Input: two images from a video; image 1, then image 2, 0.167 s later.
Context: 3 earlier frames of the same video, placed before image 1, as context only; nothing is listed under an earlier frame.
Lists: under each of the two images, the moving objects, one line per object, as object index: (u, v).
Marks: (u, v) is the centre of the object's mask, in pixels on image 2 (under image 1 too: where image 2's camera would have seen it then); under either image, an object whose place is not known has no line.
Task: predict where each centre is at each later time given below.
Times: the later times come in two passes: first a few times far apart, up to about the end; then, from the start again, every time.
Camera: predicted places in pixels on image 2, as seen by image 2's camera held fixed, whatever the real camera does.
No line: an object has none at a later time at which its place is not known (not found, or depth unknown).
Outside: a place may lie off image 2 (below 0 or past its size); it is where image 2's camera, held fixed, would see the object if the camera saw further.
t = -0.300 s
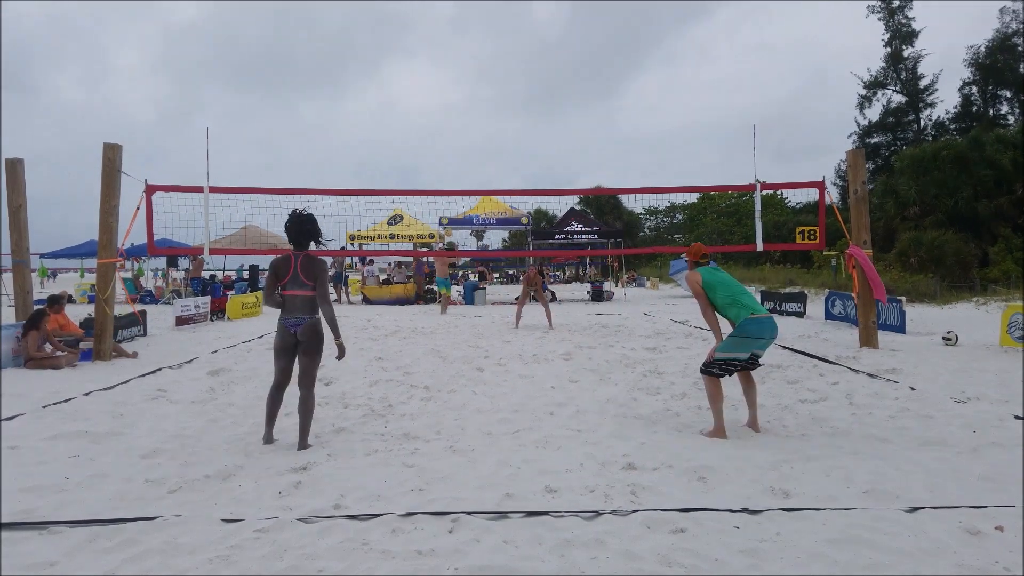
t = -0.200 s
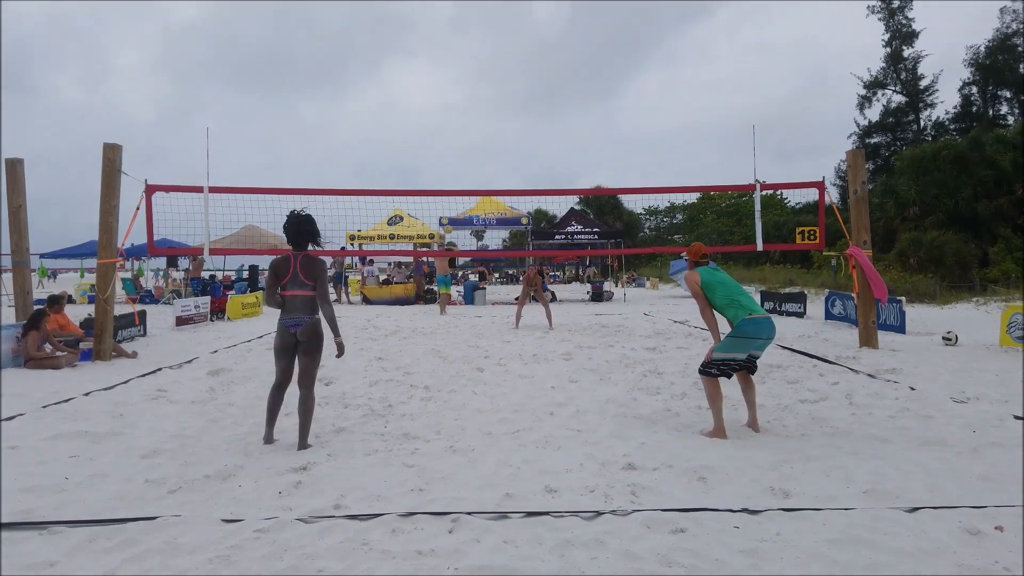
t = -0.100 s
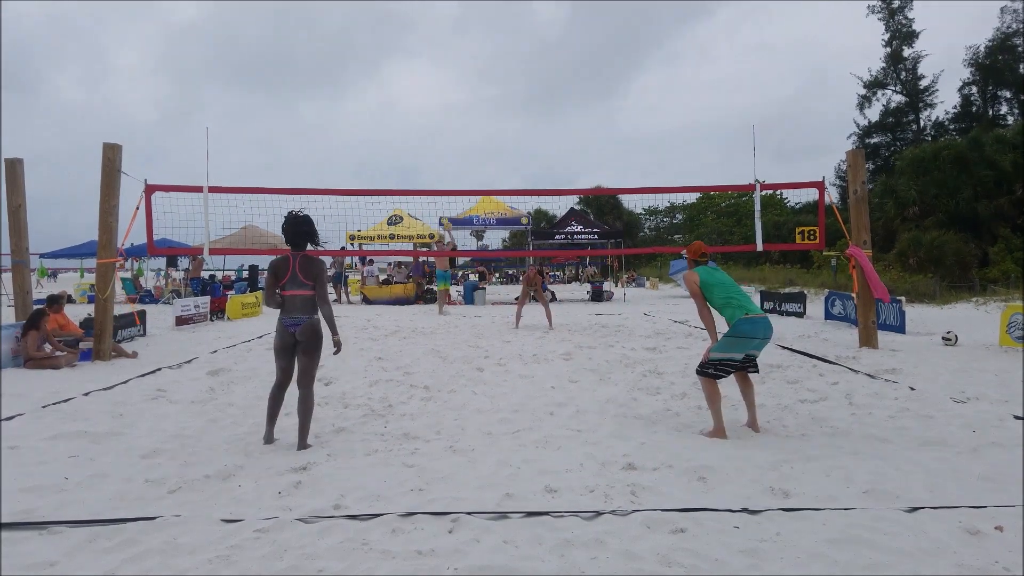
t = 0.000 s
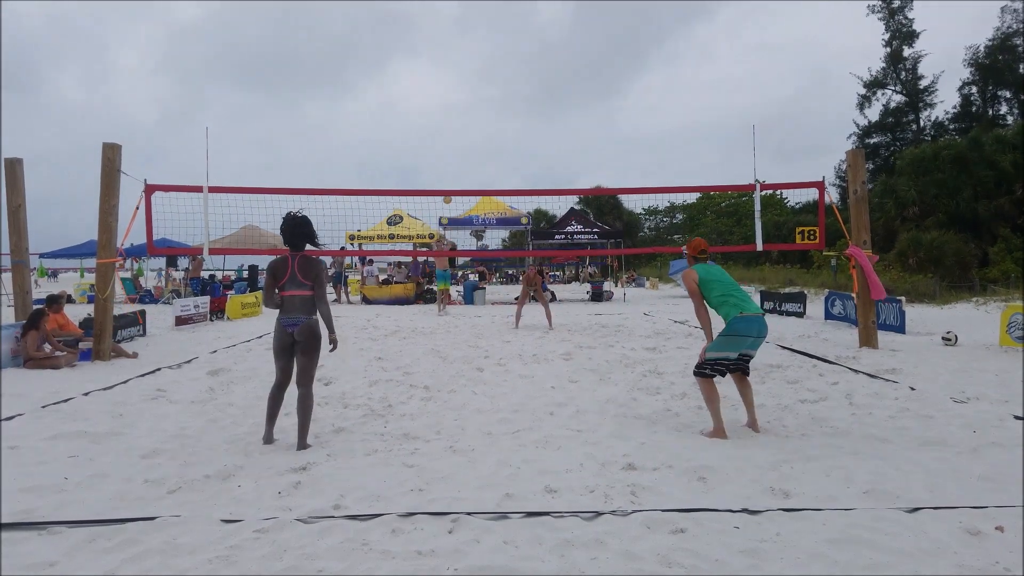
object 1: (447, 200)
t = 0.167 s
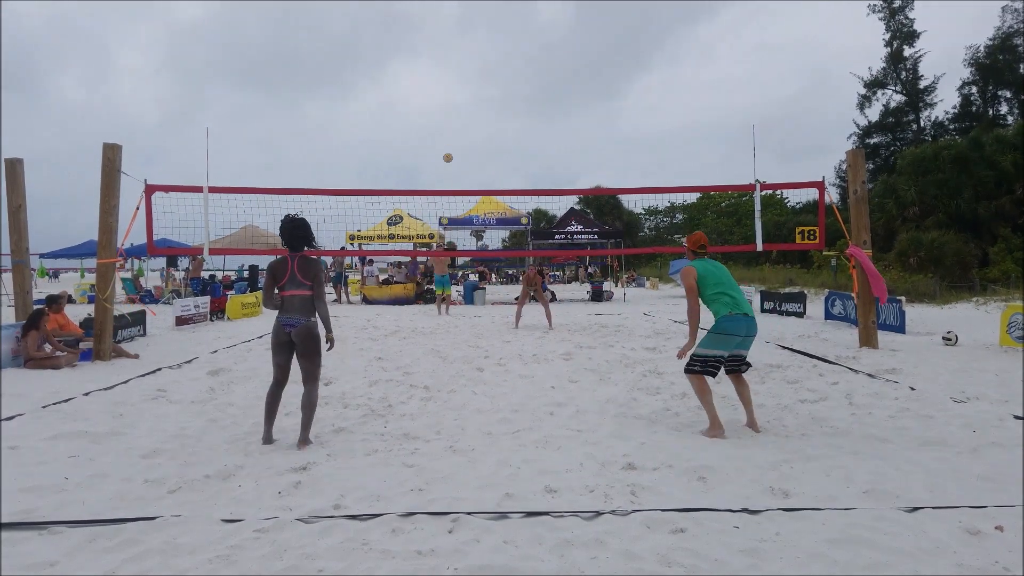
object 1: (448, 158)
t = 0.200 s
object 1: (448, 150)
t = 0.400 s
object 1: (455, 106)
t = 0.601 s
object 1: (468, 72)
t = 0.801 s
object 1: (491, 53)
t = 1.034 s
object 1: (529, 66)
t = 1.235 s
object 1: (580, 128)
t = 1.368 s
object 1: (630, 210)
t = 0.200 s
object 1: (448, 150)
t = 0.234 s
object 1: (449, 142)
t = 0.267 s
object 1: (450, 134)
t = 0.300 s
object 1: (451, 127)
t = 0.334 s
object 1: (452, 120)
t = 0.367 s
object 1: (453, 113)
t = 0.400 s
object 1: (455, 106)
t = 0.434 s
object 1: (456, 100)
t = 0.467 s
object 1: (458, 94)
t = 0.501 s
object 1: (460, 88)
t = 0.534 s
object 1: (463, 82)
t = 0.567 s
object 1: (465, 77)
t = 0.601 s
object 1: (468, 72)
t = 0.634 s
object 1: (471, 68)
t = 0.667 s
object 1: (474, 64)
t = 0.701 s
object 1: (478, 60)
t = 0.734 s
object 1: (482, 57)
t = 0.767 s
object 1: (486, 55)
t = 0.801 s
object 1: (491, 53)
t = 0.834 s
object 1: (495, 52)
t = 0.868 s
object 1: (500, 52)
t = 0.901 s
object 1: (505, 53)
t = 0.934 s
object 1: (511, 55)
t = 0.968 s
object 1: (516, 57)
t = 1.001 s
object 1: (522, 61)
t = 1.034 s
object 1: (529, 66)
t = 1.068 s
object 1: (536, 73)
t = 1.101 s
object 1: (544, 81)
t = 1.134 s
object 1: (552, 90)
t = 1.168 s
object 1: (561, 101)
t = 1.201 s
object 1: (570, 113)
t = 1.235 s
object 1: (580, 128)
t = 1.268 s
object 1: (591, 144)
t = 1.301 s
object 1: (603, 163)
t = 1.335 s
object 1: (616, 185)
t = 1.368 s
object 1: (630, 210)
